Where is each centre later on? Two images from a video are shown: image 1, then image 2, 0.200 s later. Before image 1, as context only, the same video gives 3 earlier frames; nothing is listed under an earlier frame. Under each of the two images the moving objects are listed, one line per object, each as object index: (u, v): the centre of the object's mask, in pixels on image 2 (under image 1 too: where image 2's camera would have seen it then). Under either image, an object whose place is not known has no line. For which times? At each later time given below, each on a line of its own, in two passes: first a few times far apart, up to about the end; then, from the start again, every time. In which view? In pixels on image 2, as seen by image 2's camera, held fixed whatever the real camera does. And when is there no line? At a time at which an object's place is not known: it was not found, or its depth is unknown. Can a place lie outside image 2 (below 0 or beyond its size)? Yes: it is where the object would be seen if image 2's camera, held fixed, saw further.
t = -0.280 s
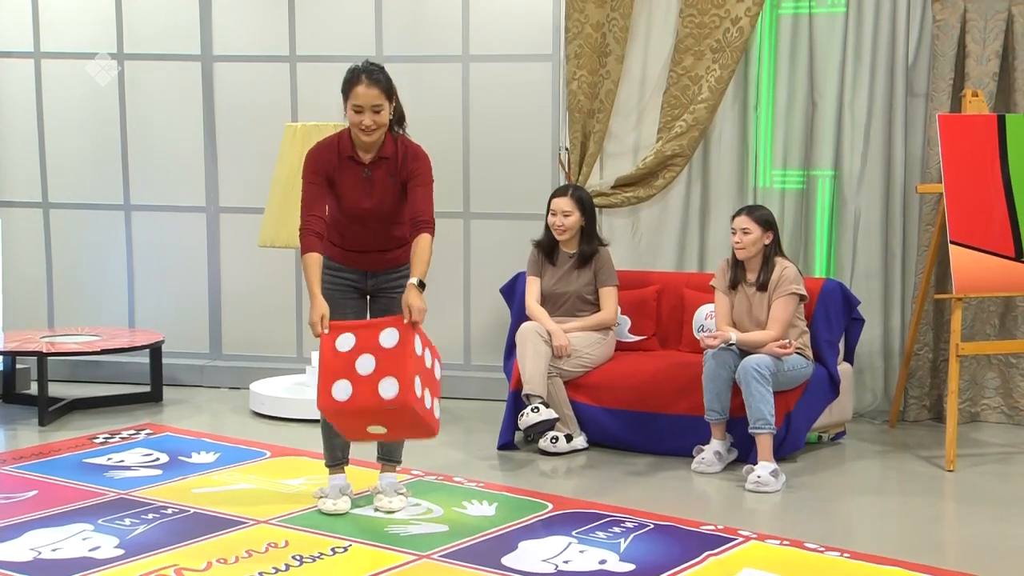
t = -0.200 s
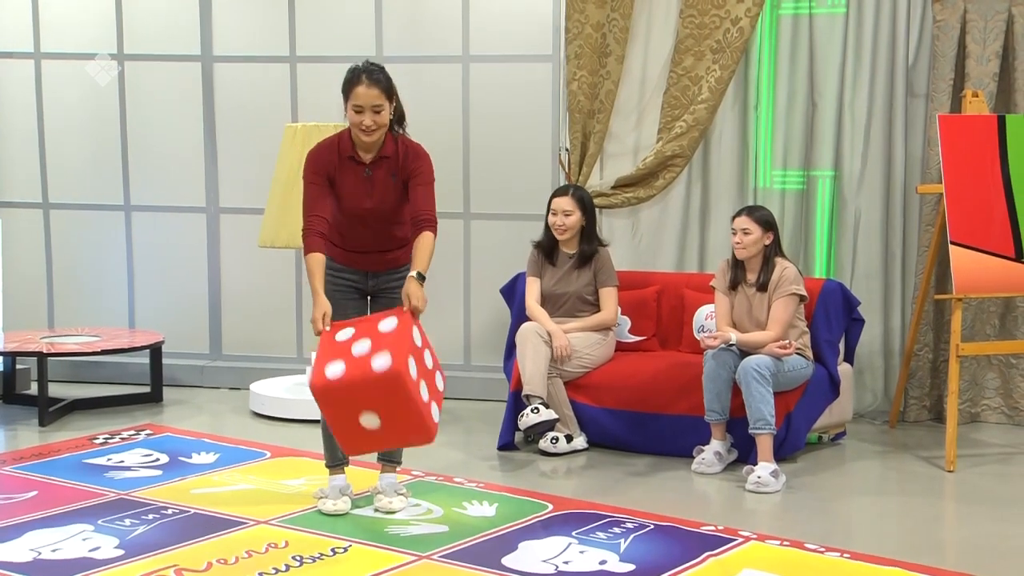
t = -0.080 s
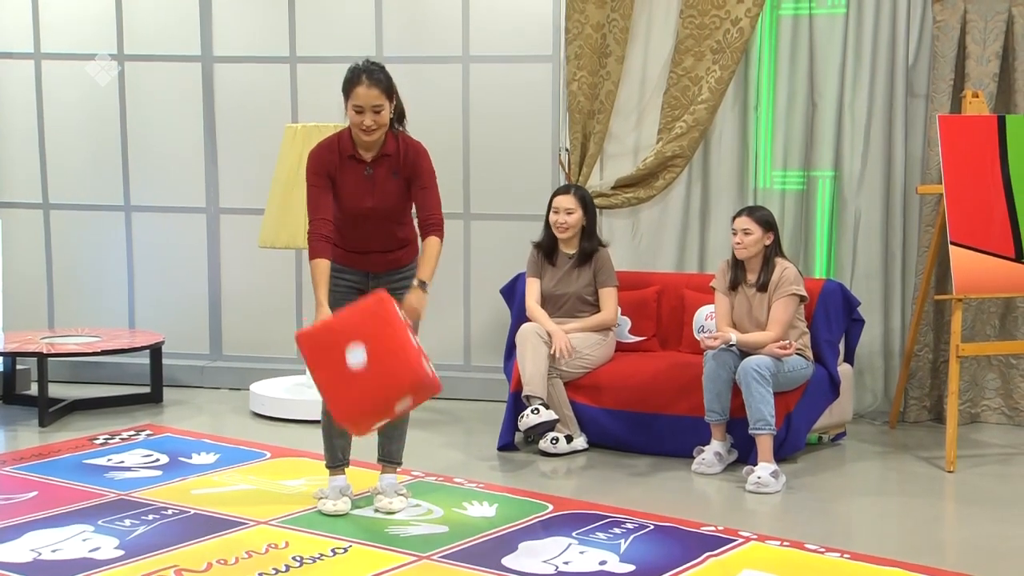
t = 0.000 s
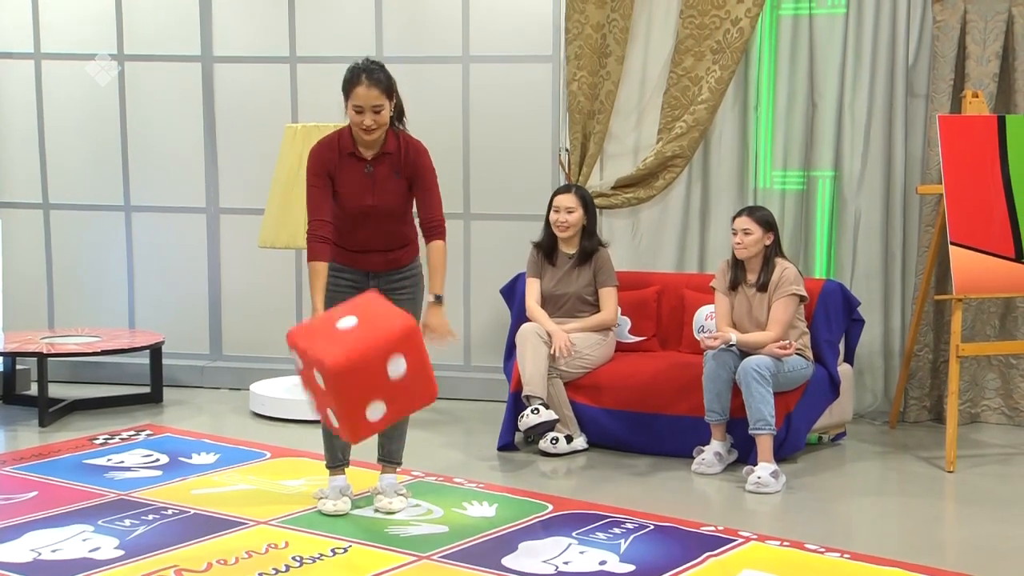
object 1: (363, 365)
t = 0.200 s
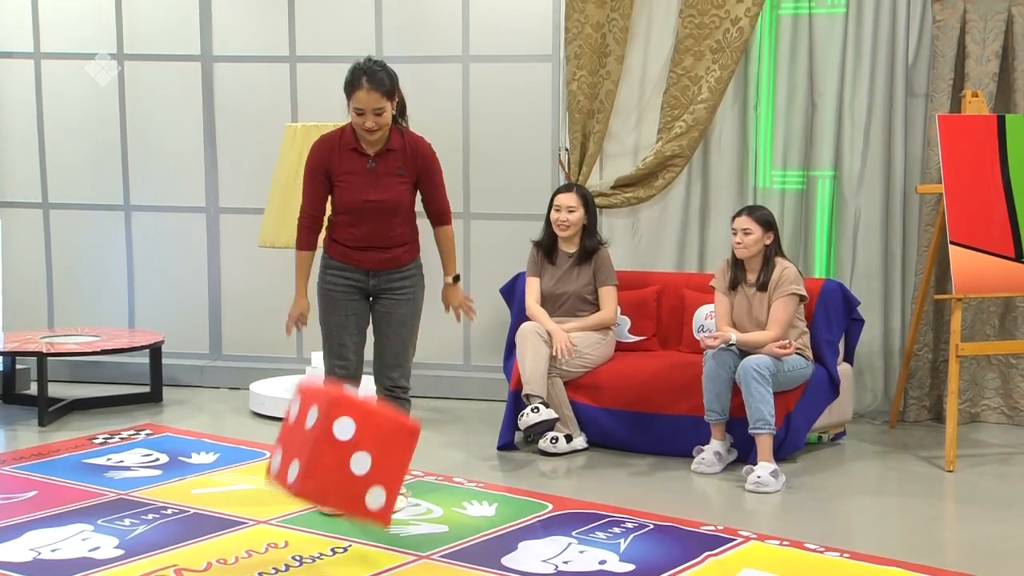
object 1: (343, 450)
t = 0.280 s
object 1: (334, 514)
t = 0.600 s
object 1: (269, 505)
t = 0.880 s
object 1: (253, 492)
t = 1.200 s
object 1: (266, 501)
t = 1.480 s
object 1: (311, 513)
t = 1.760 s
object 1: (317, 514)
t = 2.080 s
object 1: (317, 514)
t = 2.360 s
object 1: (317, 514)
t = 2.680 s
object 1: (317, 514)
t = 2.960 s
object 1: (317, 514)
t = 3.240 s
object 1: (317, 514)
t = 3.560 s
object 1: (317, 514)
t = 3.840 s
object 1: (317, 514)
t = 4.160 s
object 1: (317, 514)
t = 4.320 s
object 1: (317, 514)
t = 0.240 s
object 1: (341, 479)
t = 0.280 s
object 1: (334, 514)
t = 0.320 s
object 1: (330, 518)
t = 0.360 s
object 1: (319, 509)
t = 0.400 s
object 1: (310, 498)
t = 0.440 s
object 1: (301, 491)
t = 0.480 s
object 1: (293, 488)
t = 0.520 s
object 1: (285, 490)
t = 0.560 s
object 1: (277, 496)
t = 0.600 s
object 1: (269, 505)
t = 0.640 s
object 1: (265, 504)
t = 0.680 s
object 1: (262, 493)
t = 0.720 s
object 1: (260, 486)
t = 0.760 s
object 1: (257, 484)
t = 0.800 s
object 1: (255, 486)
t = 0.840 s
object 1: (253, 490)
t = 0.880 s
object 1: (253, 492)
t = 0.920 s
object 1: (253, 491)
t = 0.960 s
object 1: (253, 489)
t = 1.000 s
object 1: (254, 490)
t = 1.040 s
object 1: (256, 492)
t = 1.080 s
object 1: (258, 494)
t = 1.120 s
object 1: (260, 495)
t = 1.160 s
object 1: (263, 498)
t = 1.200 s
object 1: (266, 501)
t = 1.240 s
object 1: (271, 506)
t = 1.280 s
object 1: (276, 508)
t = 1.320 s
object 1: (283, 508)
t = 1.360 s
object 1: (291, 509)
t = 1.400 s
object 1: (299, 513)
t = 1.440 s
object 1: (306, 515)
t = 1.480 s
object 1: (311, 513)
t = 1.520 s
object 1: (314, 511)
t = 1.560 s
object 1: (316, 509)
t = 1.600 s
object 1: (317, 509)
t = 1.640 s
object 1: (317, 512)
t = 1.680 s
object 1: (317, 514)
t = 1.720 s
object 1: (317, 514)
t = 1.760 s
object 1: (317, 514)
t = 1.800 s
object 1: (317, 514)
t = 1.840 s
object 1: (317, 514)
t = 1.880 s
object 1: (317, 514)
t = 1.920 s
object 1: (317, 514)
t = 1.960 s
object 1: (317, 514)
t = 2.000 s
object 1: (317, 514)
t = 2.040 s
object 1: (317, 514)
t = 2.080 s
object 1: (317, 514)
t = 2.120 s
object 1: (317, 514)
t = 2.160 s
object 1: (317, 514)
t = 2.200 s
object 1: (317, 514)
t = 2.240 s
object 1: (317, 514)
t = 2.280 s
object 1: (317, 514)
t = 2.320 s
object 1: (317, 514)
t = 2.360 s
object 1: (317, 514)
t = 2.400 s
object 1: (317, 514)
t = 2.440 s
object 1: (317, 514)
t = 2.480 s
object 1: (317, 514)
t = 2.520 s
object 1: (317, 514)
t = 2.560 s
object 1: (317, 514)
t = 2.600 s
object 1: (317, 514)
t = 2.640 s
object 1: (317, 514)
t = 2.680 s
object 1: (317, 514)
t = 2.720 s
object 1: (317, 514)
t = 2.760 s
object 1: (317, 514)
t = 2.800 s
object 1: (317, 514)
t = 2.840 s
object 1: (317, 514)
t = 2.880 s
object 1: (317, 514)
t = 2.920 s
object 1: (317, 514)
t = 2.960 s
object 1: (317, 514)
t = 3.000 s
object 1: (317, 514)
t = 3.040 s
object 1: (317, 514)
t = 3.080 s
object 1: (317, 514)
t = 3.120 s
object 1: (317, 514)
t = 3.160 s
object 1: (317, 514)
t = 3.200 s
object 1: (317, 514)
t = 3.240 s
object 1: (317, 514)
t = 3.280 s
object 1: (317, 514)
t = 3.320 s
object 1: (317, 514)
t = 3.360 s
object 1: (317, 514)
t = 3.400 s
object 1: (317, 514)
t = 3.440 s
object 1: (317, 514)
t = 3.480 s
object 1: (317, 514)
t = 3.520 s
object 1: (317, 514)
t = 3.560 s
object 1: (317, 514)
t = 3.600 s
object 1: (317, 514)
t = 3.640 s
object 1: (317, 514)
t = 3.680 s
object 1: (317, 514)
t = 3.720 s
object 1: (317, 514)
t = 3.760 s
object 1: (317, 514)
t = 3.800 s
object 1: (317, 514)
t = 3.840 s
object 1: (317, 514)
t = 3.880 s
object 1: (317, 514)
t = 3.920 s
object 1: (317, 514)
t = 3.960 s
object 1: (317, 514)
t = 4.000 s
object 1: (317, 513)
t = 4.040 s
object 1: (317, 514)
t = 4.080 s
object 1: (317, 514)
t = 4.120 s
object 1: (317, 514)
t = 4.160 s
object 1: (317, 514)
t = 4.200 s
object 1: (317, 513)
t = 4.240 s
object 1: (317, 514)
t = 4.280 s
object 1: (317, 514)
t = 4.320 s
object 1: (317, 514)
